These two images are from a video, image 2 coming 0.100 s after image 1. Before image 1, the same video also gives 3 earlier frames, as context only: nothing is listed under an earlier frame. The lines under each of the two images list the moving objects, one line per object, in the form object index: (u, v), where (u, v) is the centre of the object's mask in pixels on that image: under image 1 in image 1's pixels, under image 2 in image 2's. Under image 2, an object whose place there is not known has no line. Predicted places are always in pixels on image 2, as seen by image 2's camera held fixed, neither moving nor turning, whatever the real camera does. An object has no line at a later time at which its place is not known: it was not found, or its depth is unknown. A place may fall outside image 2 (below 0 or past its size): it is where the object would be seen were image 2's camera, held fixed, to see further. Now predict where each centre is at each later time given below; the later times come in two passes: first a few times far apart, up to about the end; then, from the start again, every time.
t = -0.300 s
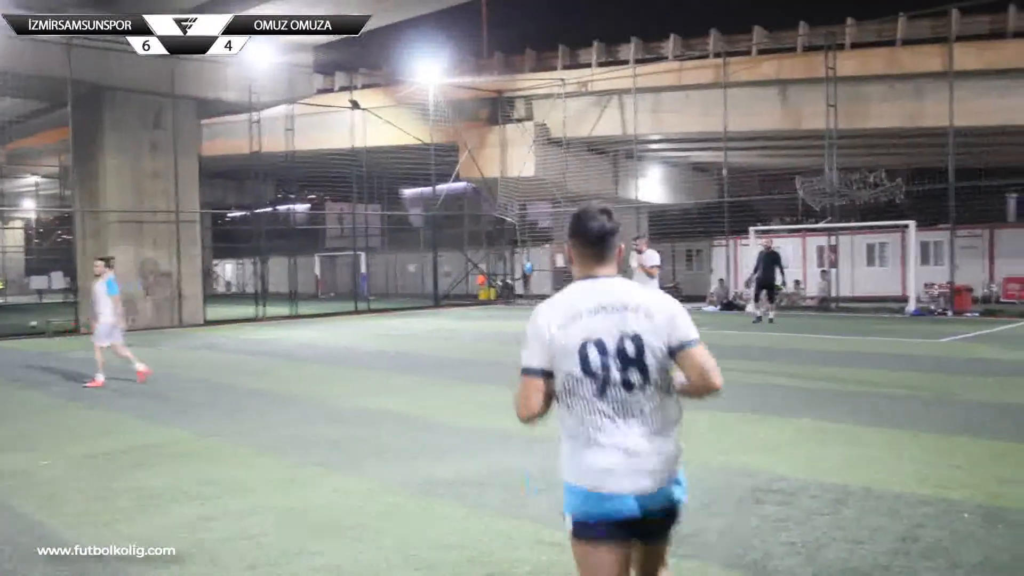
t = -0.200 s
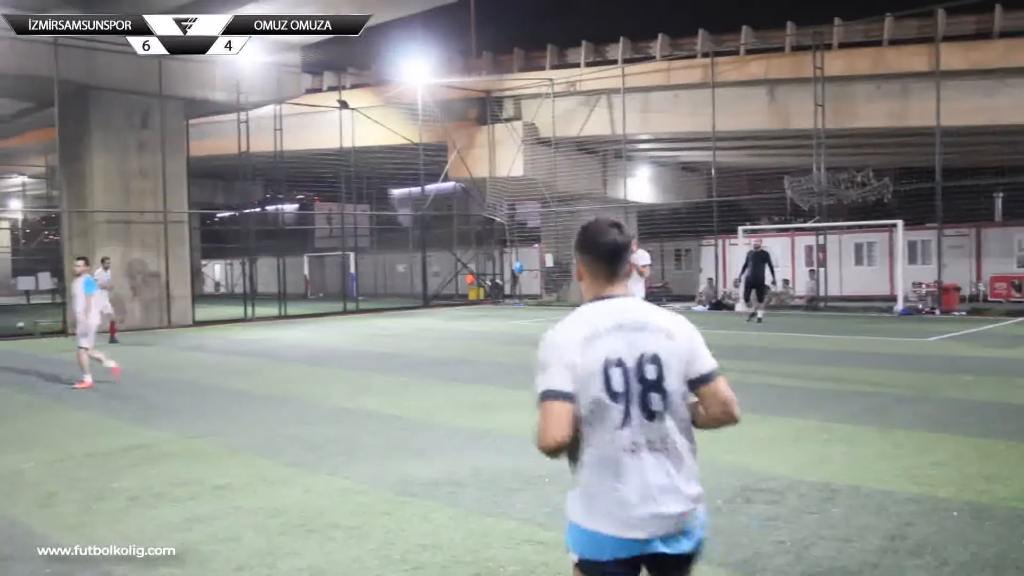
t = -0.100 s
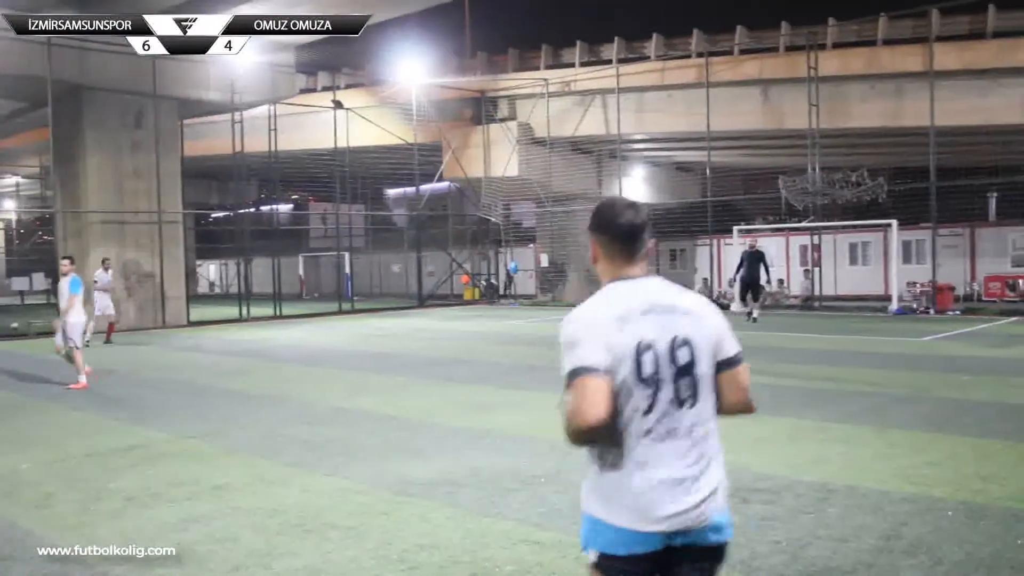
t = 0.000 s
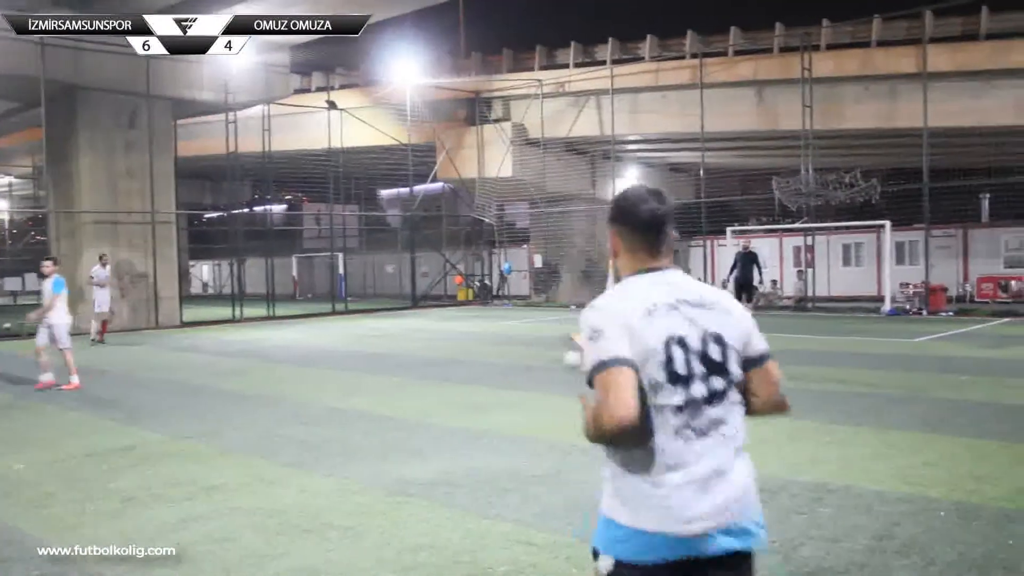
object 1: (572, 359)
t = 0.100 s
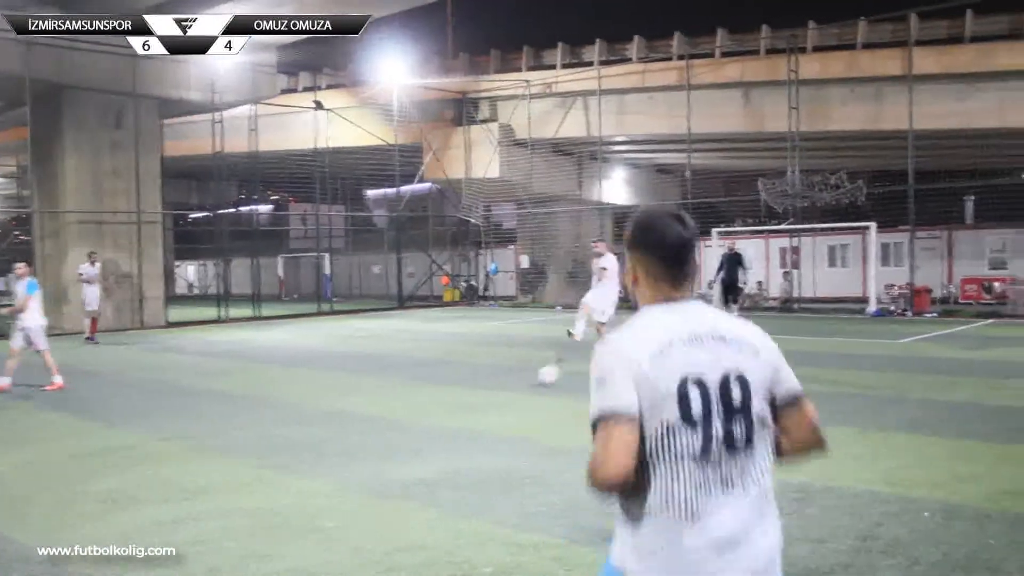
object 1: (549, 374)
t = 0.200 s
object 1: (540, 385)
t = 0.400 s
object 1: (525, 426)
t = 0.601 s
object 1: (515, 465)
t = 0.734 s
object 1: (507, 502)
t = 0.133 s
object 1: (544, 381)
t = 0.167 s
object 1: (542, 383)
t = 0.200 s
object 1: (540, 385)
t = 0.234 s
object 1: (538, 389)
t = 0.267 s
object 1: (535, 394)
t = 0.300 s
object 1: (534, 401)
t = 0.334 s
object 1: (531, 410)
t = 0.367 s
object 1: (528, 421)
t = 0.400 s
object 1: (525, 426)
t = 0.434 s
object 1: (524, 427)
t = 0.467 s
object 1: (522, 430)
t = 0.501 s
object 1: (521, 435)
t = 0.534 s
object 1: (519, 442)
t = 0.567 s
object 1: (516, 452)
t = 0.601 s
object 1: (515, 465)
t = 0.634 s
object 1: (513, 480)
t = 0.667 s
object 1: (511, 493)
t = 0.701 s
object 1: (509, 497)
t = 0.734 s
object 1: (507, 502)
